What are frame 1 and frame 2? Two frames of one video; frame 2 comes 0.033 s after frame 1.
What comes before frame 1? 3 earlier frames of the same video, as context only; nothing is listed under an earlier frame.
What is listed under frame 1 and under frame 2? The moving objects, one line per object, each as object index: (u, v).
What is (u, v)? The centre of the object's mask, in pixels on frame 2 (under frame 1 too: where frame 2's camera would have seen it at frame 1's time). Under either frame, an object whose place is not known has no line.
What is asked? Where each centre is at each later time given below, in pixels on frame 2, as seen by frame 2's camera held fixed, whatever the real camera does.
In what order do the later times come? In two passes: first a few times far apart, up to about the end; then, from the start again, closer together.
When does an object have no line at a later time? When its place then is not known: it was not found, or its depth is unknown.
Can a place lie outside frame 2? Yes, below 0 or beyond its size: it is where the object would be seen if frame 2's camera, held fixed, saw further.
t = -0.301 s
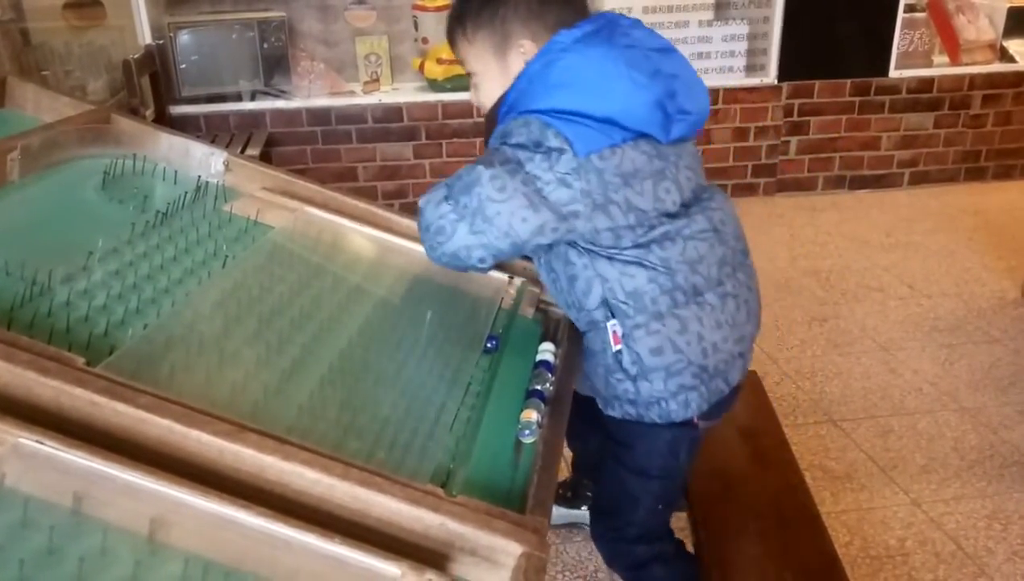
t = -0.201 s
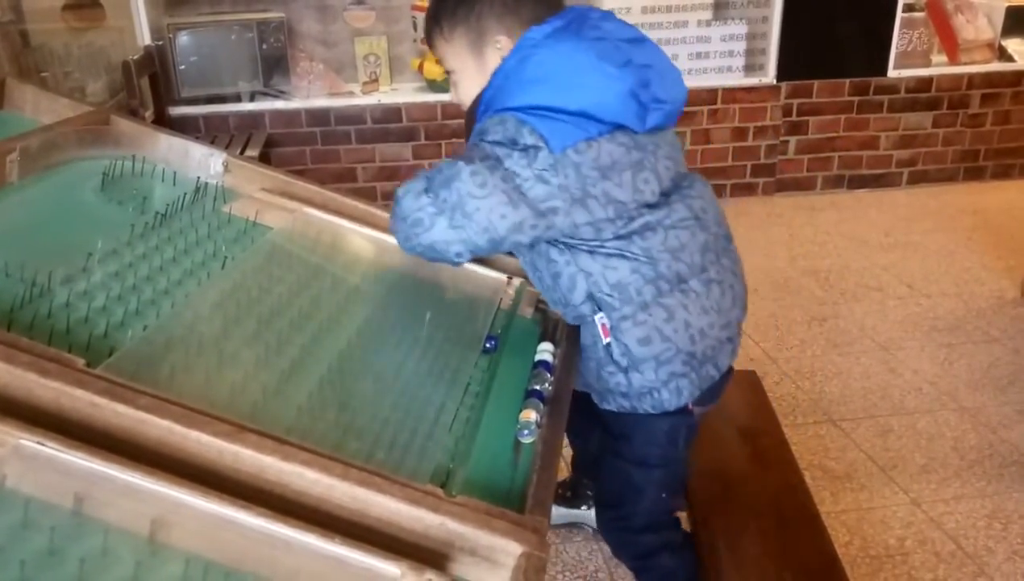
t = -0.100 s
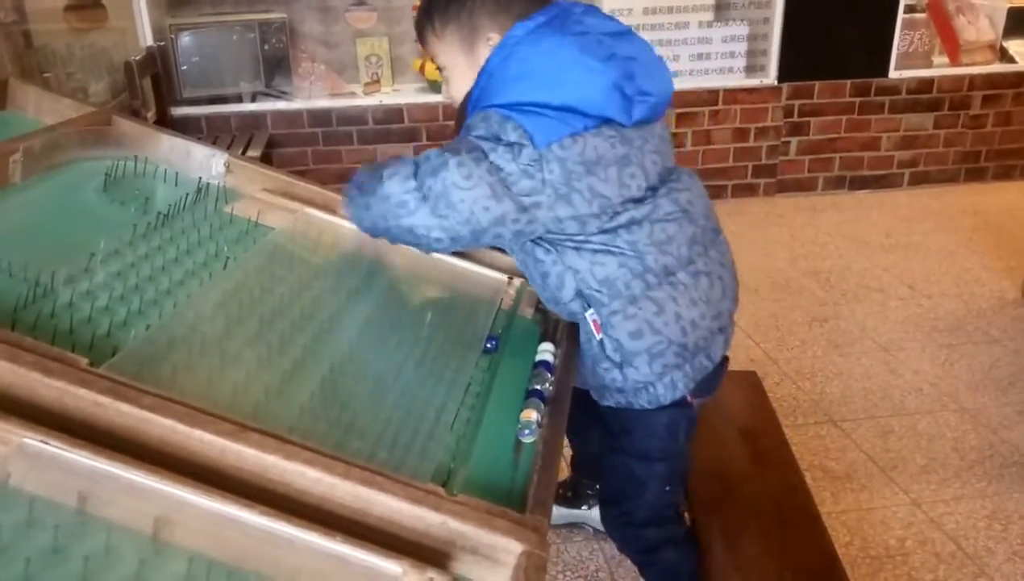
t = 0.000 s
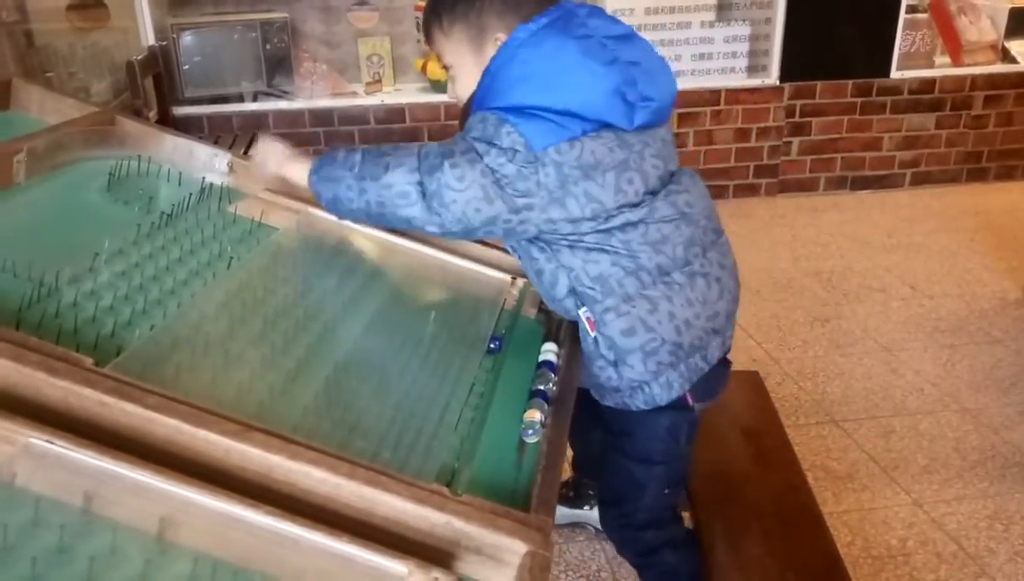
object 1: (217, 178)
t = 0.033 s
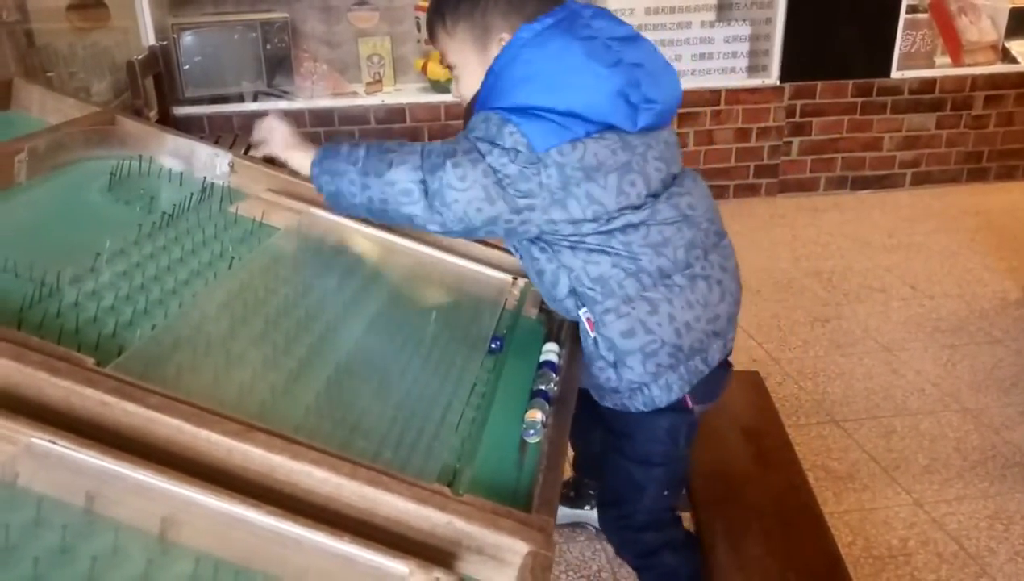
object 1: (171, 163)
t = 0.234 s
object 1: (19, 186)
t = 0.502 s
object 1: (77, 251)
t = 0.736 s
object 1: (147, 218)
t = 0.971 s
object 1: (187, 245)
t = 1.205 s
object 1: (224, 273)
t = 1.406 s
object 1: (271, 273)
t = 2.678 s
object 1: (369, 313)
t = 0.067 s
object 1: (127, 156)
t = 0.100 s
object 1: (96, 158)
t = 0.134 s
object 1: (72, 163)
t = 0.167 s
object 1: (53, 169)
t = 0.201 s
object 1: (36, 178)
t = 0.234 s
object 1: (19, 186)
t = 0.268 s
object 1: (7, 195)
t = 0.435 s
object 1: (13, 247)
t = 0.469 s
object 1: (52, 262)
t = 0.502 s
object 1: (77, 251)
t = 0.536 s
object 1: (91, 236)
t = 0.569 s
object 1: (104, 226)
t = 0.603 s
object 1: (112, 220)
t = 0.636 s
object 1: (121, 222)
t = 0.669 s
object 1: (129, 218)
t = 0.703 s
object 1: (139, 218)
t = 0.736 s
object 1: (147, 218)
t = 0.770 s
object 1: (156, 225)
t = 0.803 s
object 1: (172, 233)
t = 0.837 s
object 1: (181, 234)
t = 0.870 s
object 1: (176, 234)
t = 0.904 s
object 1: (177, 238)
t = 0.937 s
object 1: (181, 244)
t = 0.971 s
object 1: (187, 245)
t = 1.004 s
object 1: (191, 250)
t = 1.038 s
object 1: (196, 254)
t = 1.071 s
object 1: (203, 260)
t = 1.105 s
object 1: (212, 266)
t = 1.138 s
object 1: (217, 271)
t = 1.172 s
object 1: (221, 271)
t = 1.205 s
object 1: (224, 273)
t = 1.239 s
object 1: (233, 274)
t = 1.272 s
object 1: (242, 273)
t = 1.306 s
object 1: (254, 275)
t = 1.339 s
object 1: (266, 276)
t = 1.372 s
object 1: (274, 274)
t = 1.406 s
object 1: (271, 273)
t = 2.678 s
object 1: (369, 313)
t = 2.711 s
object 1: (370, 309)
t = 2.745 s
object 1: (374, 308)
